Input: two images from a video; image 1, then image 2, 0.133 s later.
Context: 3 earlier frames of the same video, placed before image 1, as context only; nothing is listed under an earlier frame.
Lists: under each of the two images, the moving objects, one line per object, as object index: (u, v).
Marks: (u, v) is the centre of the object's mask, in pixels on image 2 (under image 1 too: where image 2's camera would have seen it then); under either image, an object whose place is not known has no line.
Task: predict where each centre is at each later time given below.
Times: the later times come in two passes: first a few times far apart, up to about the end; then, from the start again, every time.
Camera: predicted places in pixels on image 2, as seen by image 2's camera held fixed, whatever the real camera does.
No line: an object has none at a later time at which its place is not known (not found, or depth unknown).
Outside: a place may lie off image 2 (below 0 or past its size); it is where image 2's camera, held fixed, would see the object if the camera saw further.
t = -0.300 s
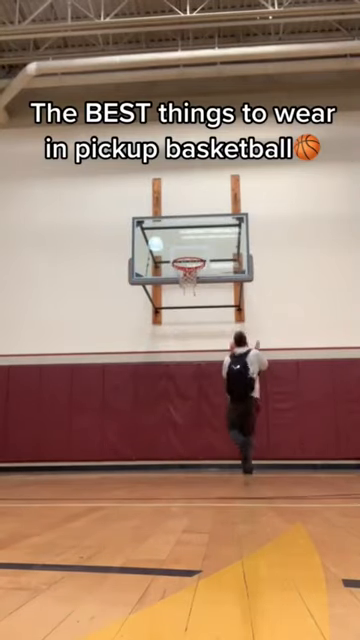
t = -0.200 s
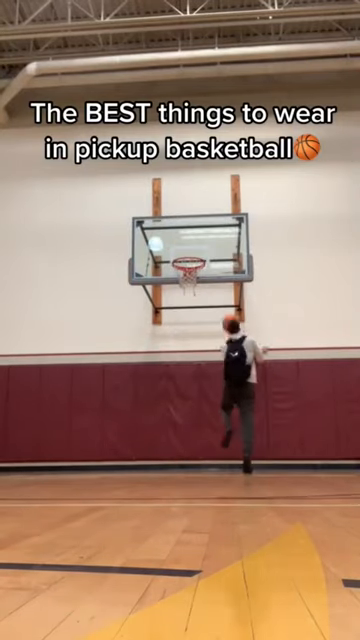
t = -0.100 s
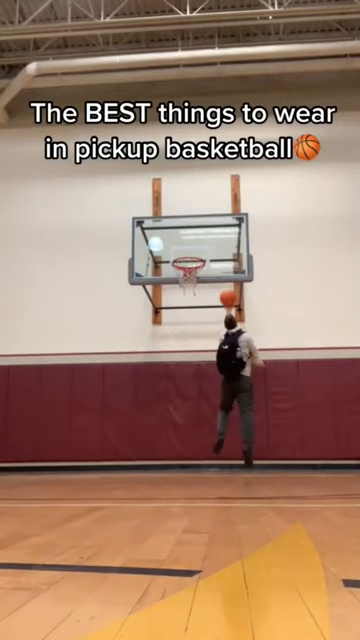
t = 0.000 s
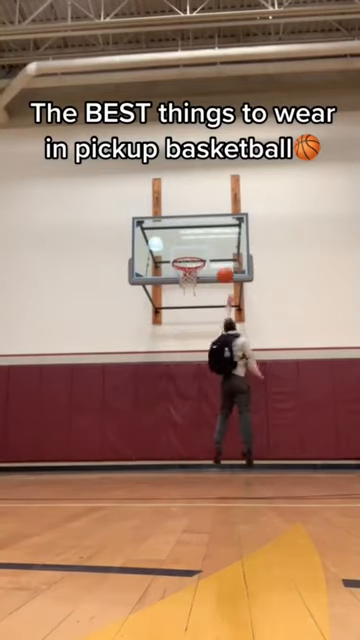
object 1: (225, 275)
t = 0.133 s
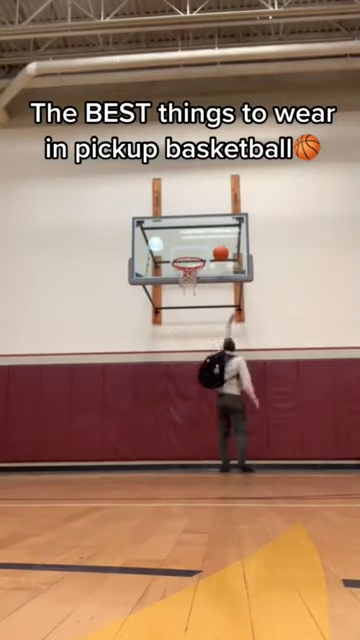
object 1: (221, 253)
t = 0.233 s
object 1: (218, 249)
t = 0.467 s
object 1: (197, 250)
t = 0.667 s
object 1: (180, 272)
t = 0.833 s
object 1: (186, 281)
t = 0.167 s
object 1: (220, 252)
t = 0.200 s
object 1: (219, 250)
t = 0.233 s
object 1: (218, 249)
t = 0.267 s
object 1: (218, 249)
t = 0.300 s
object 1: (215, 248)
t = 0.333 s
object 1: (212, 247)
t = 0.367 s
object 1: (209, 246)
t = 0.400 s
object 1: (203, 246)
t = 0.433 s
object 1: (199, 248)
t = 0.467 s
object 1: (197, 250)
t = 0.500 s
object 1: (194, 252)
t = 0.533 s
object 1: (190, 255)
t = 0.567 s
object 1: (187, 260)
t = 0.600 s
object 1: (183, 265)
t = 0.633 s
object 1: (181, 270)
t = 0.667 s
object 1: (180, 272)
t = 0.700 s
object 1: (182, 274)
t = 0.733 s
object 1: (184, 274)
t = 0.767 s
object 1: (185, 276)
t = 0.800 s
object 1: (185, 279)
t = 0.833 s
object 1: (186, 281)
